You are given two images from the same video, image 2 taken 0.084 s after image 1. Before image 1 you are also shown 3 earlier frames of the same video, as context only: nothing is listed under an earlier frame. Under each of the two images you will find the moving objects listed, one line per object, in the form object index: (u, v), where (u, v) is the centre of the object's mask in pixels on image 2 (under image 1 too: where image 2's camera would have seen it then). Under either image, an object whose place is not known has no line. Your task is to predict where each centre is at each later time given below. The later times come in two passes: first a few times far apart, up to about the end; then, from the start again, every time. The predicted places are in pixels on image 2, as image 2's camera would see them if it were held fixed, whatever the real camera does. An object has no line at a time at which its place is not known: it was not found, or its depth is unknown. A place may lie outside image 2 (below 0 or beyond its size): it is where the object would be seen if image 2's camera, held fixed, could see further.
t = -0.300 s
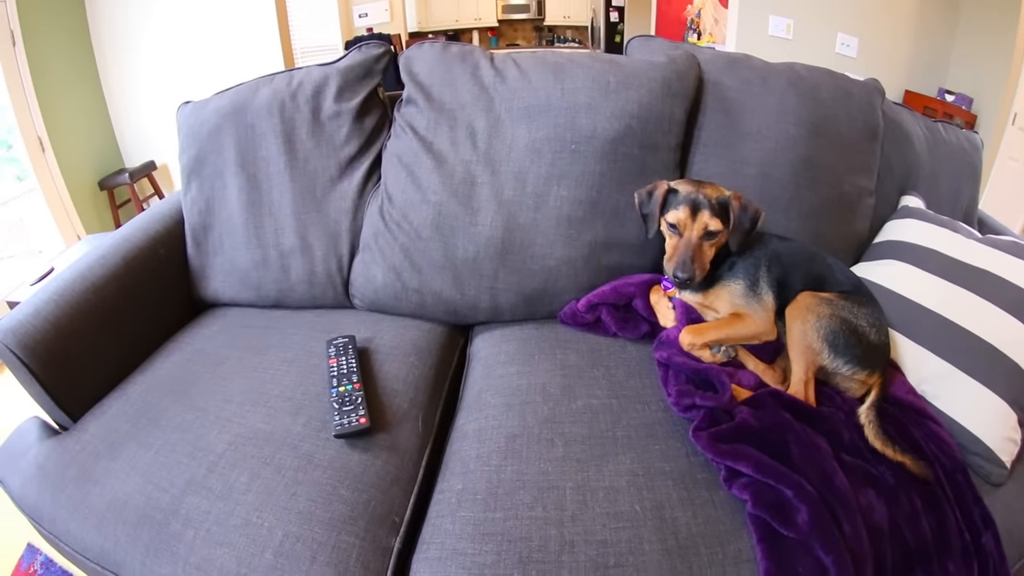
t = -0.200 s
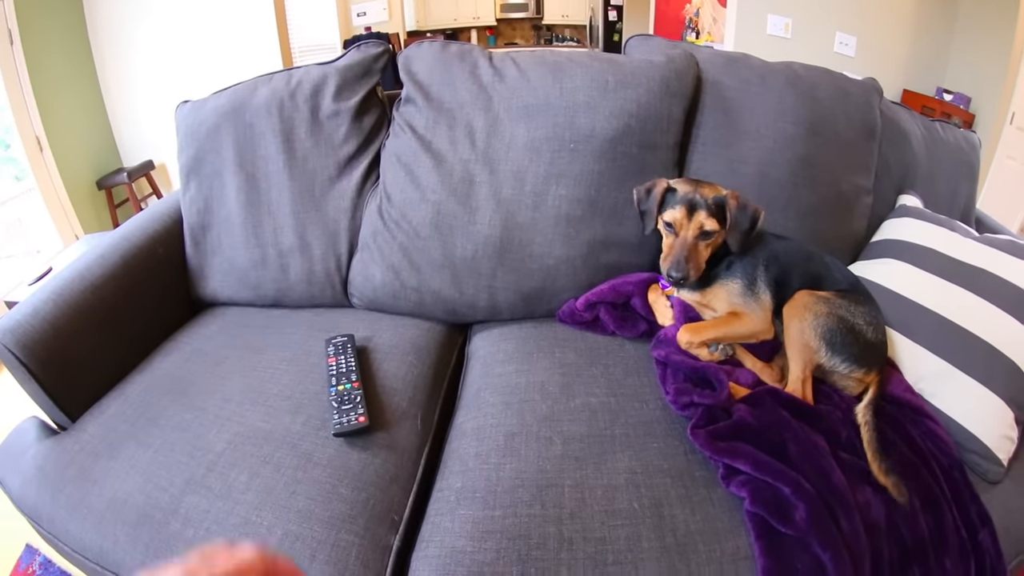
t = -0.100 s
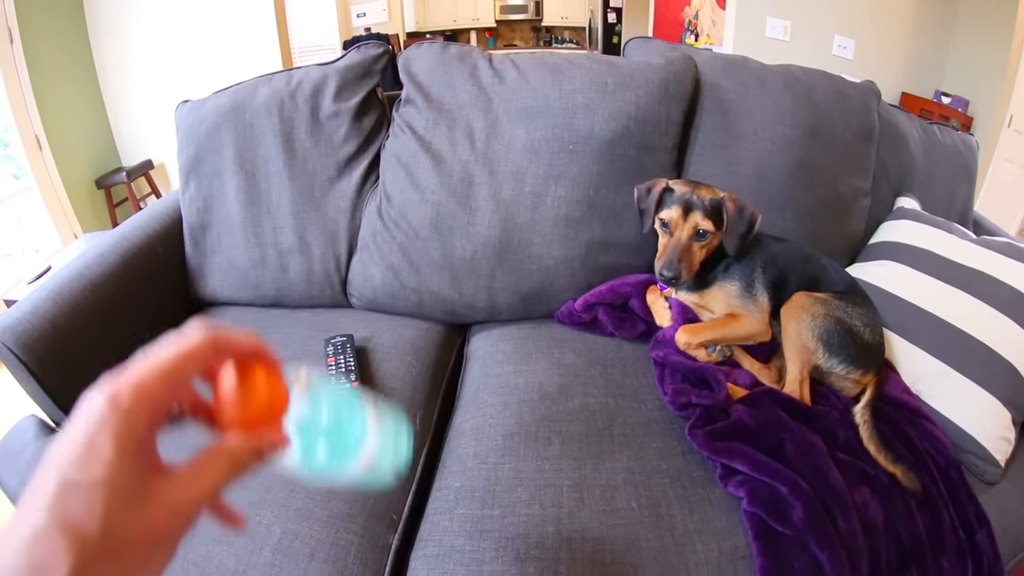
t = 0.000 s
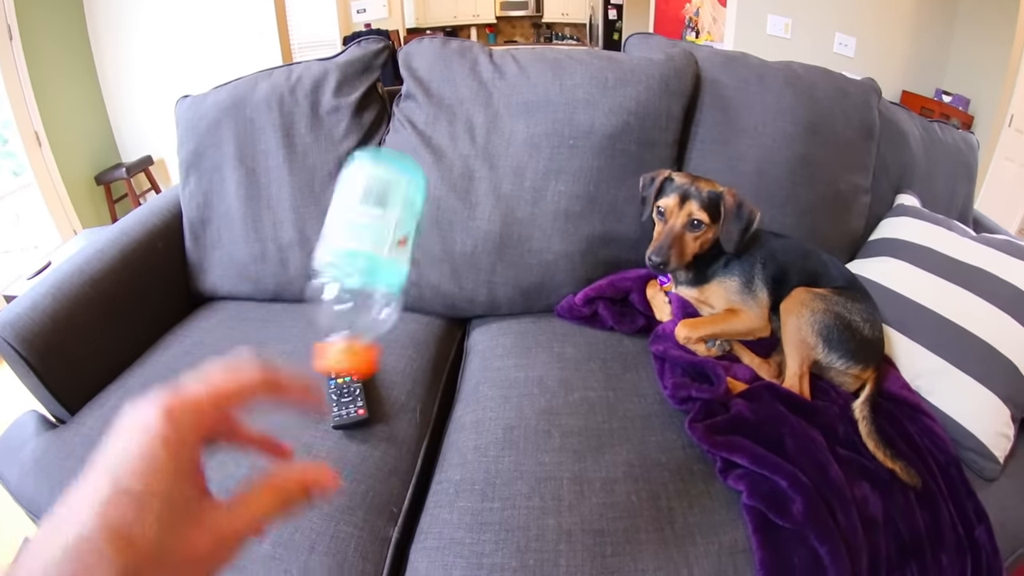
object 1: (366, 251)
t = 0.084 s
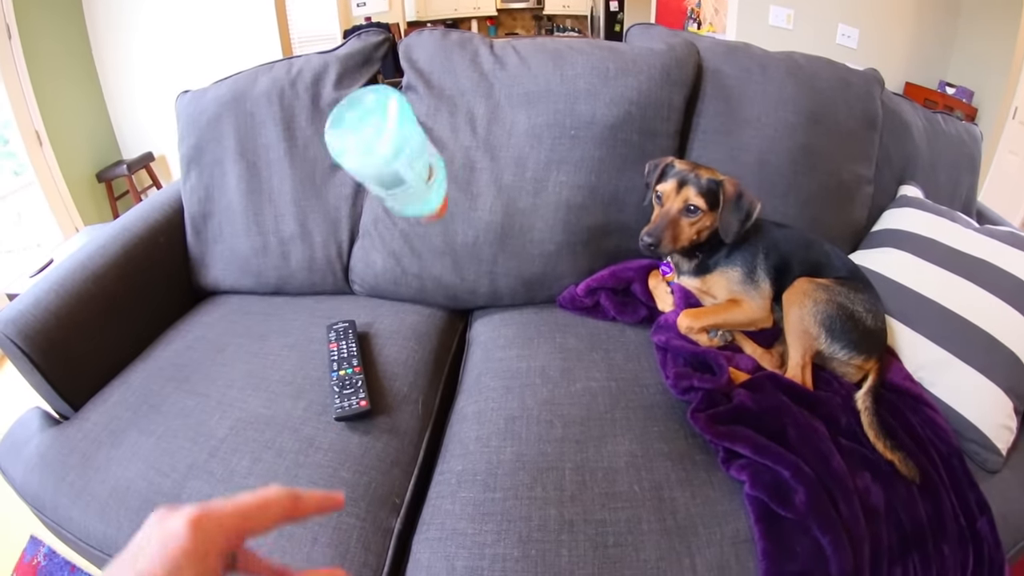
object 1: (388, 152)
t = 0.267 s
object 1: (457, 265)
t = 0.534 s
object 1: (430, 310)
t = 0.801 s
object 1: (439, 312)
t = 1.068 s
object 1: (438, 314)
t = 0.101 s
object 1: (390, 153)
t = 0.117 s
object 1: (394, 161)
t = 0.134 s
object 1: (401, 173)
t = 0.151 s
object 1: (411, 186)
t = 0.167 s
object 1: (421, 197)
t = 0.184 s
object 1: (429, 206)
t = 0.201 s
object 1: (436, 216)
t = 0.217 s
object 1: (443, 225)
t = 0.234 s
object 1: (448, 236)
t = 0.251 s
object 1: (452, 250)
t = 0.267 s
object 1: (457, 265)
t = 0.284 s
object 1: (462, 279)
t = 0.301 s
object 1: (466, 292)
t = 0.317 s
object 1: (467, 302)
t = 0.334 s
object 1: (459, 298)
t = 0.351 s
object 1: (450, 297)
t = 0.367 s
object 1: (443, 299)
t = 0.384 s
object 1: (439, 303)
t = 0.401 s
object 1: (436, 304)
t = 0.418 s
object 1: (434, 304)
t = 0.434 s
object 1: (433, 304)
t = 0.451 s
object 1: (432, 305)
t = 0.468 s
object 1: (431, 306)
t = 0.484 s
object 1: (430, 306)
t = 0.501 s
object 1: (430, 307)
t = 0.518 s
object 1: (430, 308)
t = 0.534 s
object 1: (430, 310)
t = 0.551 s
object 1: (430, 311)
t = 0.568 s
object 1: (431, 312)
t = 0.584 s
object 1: (432, 313)
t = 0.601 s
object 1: (434, 313)
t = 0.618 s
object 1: (436, 312)
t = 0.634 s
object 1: (439, 312)
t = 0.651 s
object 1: (441, 312)
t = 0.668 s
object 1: (440, 312)
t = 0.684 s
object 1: (440, 312)
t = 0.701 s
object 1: (440, 312)
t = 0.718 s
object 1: (440, 312)
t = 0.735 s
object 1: (440, 312)
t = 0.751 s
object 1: (440, 311)
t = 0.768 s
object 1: (440, 312)
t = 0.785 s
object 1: (439, 312)
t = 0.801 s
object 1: (439, 312)
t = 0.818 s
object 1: (439, 312)
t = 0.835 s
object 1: (439, 313)
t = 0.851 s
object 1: (439, 313)
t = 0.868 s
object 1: (439, 313)
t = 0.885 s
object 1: (439, 314)
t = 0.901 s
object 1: (439, 314)
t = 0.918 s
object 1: (439, 314)
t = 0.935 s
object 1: (439, 314)
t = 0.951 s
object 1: (439, 314)
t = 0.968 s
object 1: (439, 314)
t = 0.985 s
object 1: (438, 314)
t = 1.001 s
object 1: (438, 314)
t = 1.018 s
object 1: (438, 314)
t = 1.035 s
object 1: (438, 314)
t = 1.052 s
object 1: (438, 314)
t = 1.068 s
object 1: (438, 314)
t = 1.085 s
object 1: (438, 314)
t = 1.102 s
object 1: (438, 314)
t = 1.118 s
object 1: (438, 315)
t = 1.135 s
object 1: (438, 315)
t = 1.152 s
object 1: (438, 315)
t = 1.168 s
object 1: (438, 315)
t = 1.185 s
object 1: (438, 315)
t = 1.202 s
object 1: (438, 315)
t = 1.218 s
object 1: (438, 315)
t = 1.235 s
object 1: (438, 315)
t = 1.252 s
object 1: (438, 315)
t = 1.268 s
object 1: (438, 315)
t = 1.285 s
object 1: (438, 315)
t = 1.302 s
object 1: (438, 315)
